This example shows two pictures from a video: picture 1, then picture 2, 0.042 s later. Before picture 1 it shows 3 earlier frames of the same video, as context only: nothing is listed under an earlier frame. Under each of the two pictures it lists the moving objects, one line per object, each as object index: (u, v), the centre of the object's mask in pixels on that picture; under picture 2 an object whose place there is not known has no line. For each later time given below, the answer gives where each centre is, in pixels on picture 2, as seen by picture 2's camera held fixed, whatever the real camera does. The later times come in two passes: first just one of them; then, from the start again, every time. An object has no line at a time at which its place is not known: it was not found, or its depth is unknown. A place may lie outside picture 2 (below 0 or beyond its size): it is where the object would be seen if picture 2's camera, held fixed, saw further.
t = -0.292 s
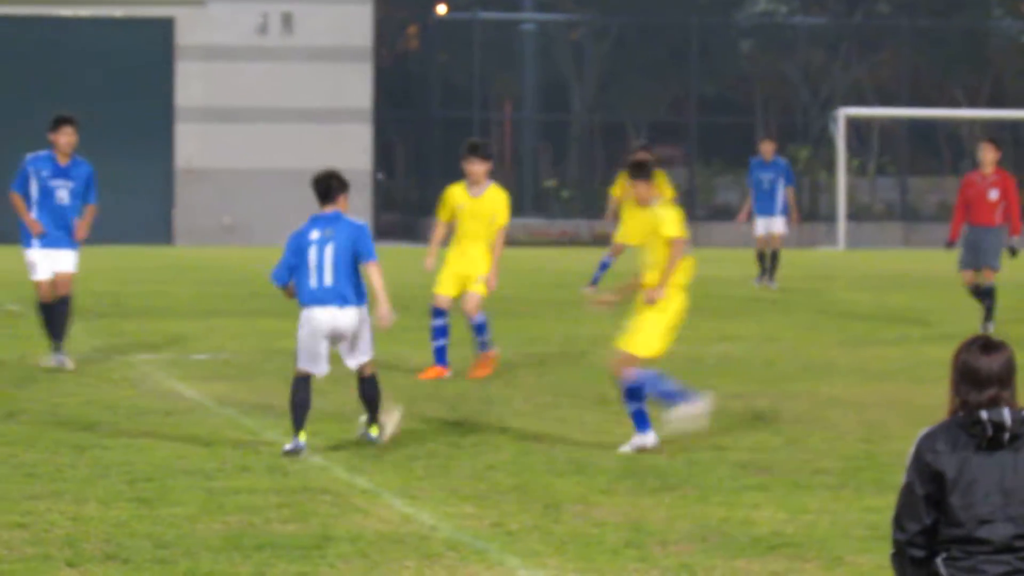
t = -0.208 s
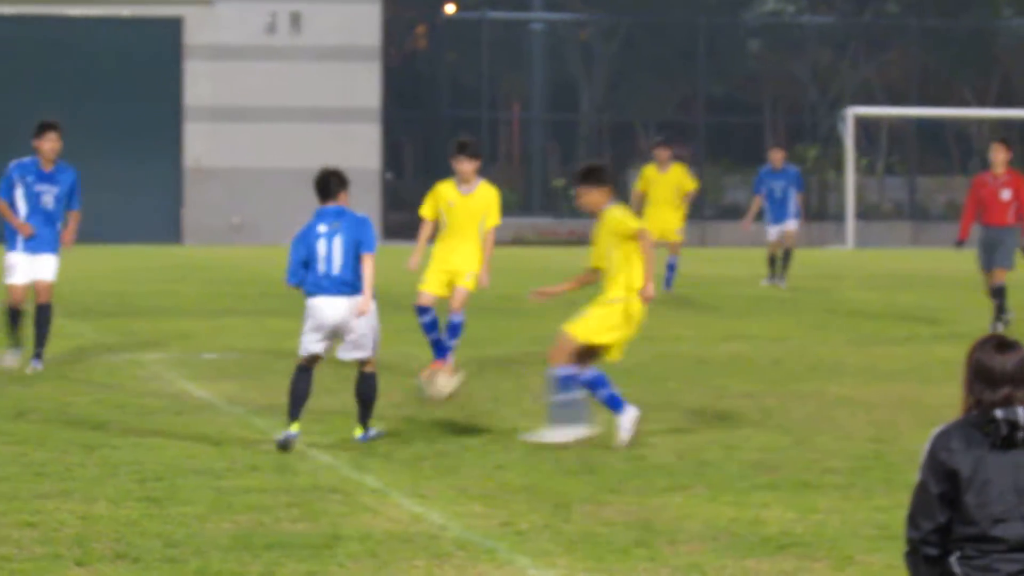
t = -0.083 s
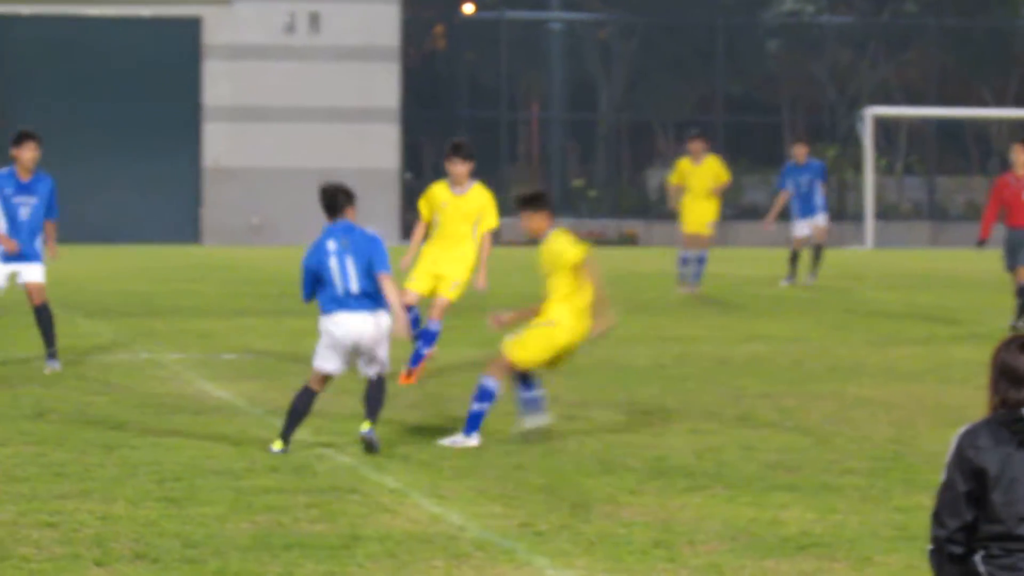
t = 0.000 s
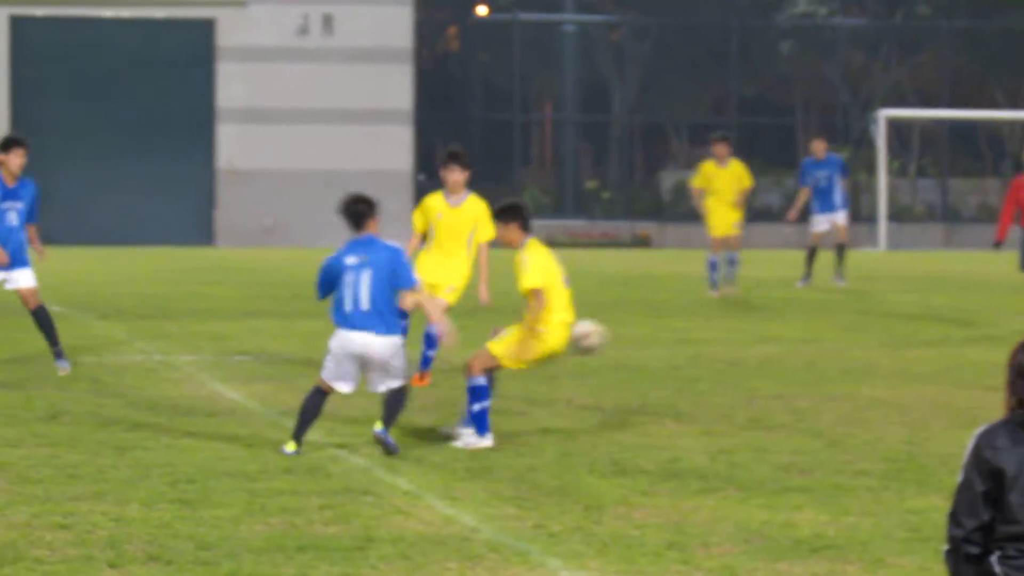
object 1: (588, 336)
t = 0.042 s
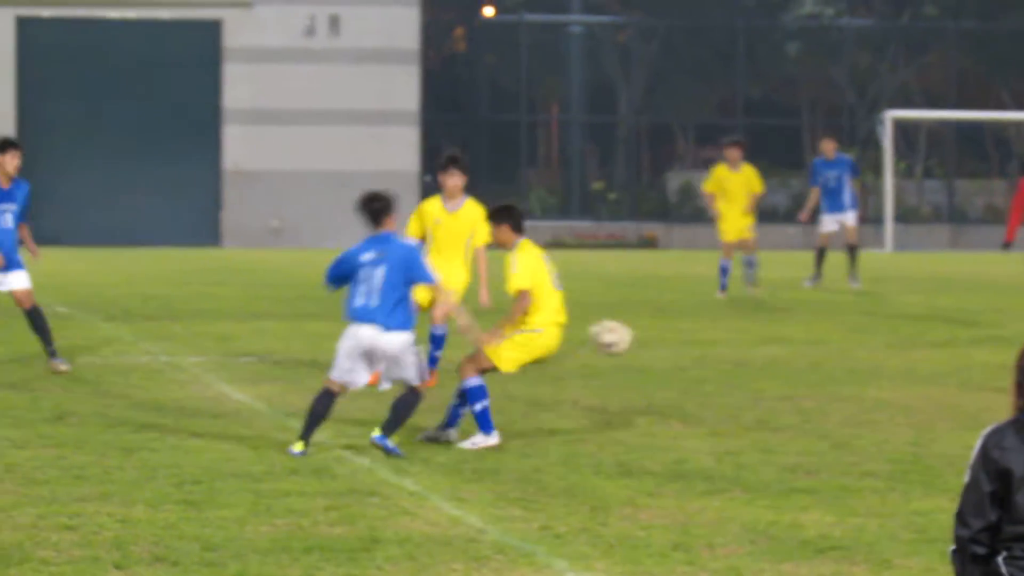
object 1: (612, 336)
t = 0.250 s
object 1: (706, 374)
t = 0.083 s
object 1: (631, 339)
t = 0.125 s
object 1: (652, 344)
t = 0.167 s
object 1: (670, 352)
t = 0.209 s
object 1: (688, 363)
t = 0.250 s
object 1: (706, 374)
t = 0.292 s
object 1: (722, 385)
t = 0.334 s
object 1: (731, 372)
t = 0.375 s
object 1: (739, 360)
